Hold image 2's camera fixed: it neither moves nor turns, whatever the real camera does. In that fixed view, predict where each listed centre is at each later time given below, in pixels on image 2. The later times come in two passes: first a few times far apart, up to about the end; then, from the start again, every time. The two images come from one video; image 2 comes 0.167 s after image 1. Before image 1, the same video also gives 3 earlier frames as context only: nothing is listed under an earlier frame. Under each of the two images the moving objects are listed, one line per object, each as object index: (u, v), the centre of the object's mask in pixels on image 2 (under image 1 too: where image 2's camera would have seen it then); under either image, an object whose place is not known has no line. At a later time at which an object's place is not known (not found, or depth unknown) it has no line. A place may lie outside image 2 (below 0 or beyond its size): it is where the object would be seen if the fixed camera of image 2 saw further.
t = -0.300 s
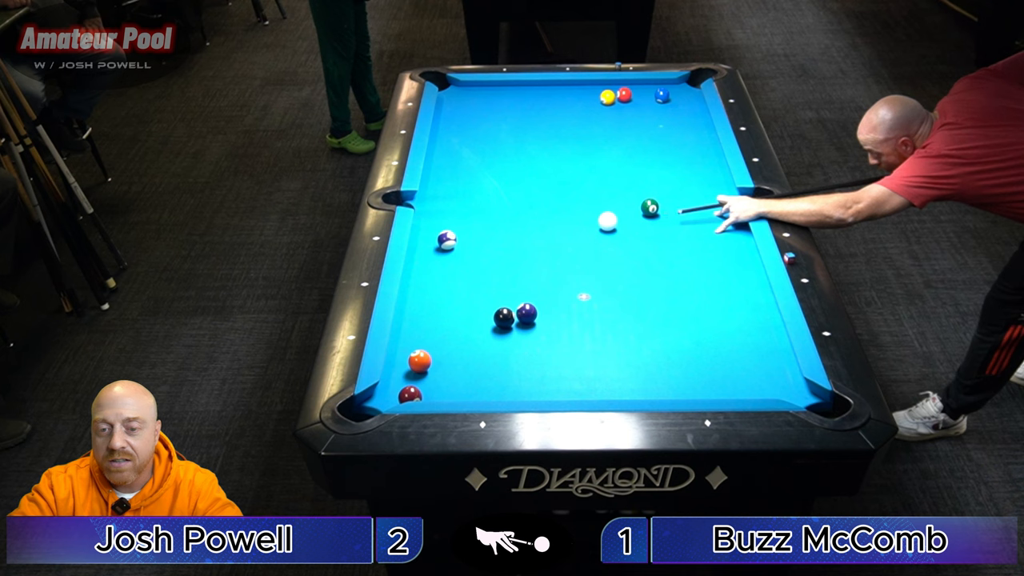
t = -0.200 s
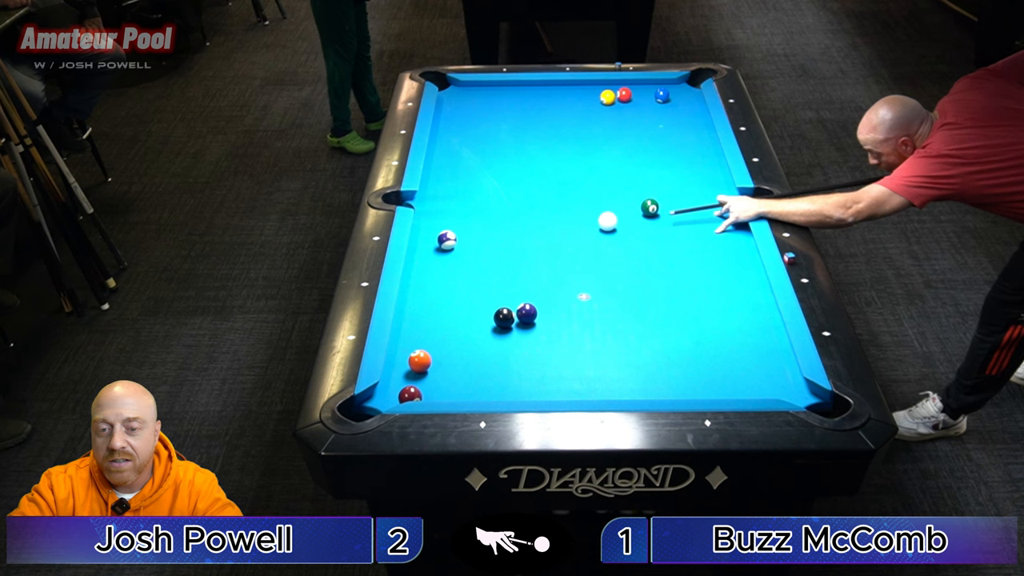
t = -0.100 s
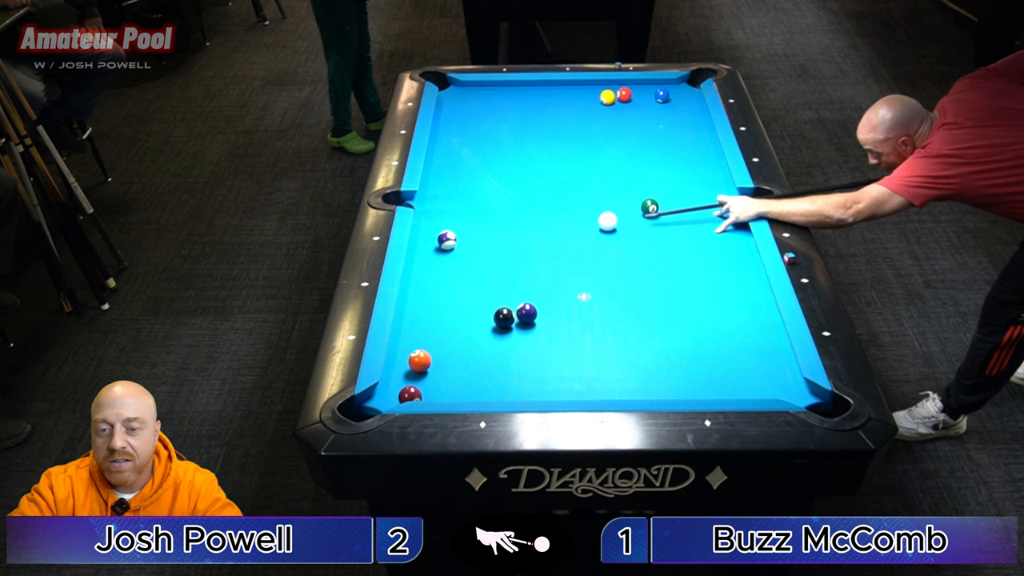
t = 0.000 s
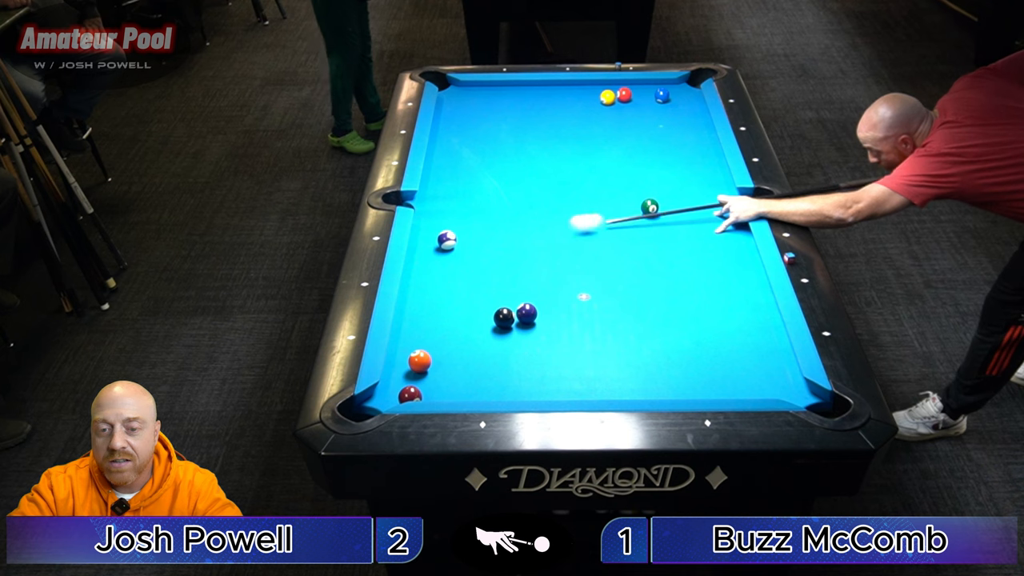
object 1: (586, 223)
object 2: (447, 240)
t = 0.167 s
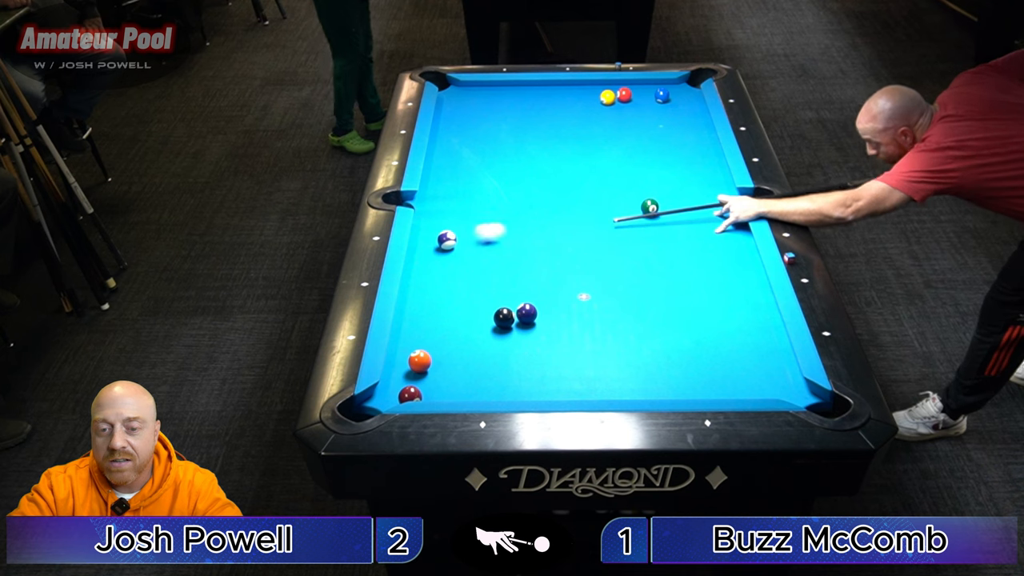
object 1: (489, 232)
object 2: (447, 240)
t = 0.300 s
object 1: (455, 229)
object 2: (419, 249)
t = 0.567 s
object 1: (423, 216)
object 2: (457, 263)
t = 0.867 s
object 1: (447, 195)
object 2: (508, 279)
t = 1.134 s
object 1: (467, 179)
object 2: (552, 293)
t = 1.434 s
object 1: (487, 163)
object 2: (602, 308)
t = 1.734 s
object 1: (504, 148)
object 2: (652, 323)
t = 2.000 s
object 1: (519, 136)
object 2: (695, 335)
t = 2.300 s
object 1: (533, 124)
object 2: (745, 349)
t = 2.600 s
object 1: (547, 114)
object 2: (782, 363)
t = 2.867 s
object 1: (557, 105)
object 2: (762, 368)
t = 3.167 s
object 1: (568, 97)
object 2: (742, 375)
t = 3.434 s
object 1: (577, 90)
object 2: (725, 380)
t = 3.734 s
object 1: (586, 83)
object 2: (710, 385)
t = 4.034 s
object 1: (591, 87)
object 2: (695, 388)
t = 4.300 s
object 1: (595, 90)
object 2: (684, 390)
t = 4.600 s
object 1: (598, 91)
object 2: (674, 392)
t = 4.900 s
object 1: (599, 92)
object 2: (668, 391)
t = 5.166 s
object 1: (599, 92)
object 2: (665, 391)
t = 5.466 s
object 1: (599, 92)
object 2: (664, 391)
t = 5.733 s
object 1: (599, 92)
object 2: (664, 391)
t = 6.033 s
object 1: (599, 92)
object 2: (664, 391)
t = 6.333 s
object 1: (599, 92)
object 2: (664, 391)
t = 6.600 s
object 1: (599, 92)
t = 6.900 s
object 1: (599, 92)
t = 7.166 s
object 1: (599, 92)
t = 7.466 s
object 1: (599, 92)
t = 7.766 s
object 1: (599, 92)
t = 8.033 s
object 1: (599, 92)
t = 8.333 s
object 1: (599, 92)
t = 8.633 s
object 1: (599, 92)
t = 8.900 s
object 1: (599, 92)
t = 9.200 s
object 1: (599, 92)
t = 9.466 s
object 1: (599, 92)
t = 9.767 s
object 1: (599, 92)
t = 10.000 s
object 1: (599, 92)
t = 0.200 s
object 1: (473, 234)
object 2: (447, 240)
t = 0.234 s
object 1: (463, 234)
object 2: (442, 241)
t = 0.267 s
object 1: (459, 231)
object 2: (430, 245)
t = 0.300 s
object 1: (455, 229)
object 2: (419, 249)
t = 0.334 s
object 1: (451, 228)
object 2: (418, 251)
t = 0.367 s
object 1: (447, 226)
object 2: (424, 253)
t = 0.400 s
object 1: (442, 224)
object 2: (430, 255)
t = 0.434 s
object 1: (438, 223)
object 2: (435, 257)
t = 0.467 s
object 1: (434, 221)
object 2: (441, 258)
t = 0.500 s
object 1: (429, 219)
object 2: (446, 260)
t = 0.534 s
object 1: (425, 217)
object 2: (451, 261)
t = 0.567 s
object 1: (423, 216)
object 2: (457, 263)
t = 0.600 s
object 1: (425, 213)
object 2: (463, 264)
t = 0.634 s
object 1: (428, 211)
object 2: (468, 268)
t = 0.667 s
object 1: (431, 209)
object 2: (473, 268)
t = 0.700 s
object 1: (434, 206)
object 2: (479, 270)
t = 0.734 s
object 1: (437, 204)
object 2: (485, 272)
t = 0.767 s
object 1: (439, 202)
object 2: (489, 273)
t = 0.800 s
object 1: (442, 200)
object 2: (495, 274)
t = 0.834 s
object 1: (444, 197)
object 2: (502, 276)
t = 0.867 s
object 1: (447, 195)
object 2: (508, 279)
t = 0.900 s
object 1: (450, 193)
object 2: (512, 281)
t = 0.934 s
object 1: (452, 191)
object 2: (518, 282)
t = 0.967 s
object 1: (455, 189)
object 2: (524, 283)
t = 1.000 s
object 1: (457, 187)
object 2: (529, 286)
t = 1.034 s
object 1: (460, 185)
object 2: (534, 287)
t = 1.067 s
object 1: (462, 183)
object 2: (540, 288)
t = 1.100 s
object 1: (464, 181)
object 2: (546, 290)
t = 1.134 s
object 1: (467, 179)
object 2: (552, 293)
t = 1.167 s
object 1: (469, 177)
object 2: (557, 294)
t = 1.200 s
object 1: (471, 175)
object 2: (562, 295)
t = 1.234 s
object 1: (473, 173)
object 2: (568, 297)
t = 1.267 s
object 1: (476, 172)
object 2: (574, 299)
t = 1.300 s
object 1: (478, 170)
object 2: (578, 300)
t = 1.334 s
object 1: (480, 168)
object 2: (584, 302)
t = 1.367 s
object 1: (482, 166)
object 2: (590, 303)
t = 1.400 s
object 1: (485, 164)
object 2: (596, 305)
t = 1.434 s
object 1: (487, 163)
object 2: (602, 308)
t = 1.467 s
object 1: (489, 161)
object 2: (606, 309)
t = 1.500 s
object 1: (491, 159)
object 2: (612, 311)
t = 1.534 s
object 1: (493, 158)
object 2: (619, 312)
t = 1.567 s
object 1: (495, 156)
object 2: (624, 314)
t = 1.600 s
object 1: (497, 155)
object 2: (629, 316)
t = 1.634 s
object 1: (499, 153)
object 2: (634, 317)
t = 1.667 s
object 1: (501, 151)
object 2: (640, 318)
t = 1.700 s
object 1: (503, 150)
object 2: (646, 320)
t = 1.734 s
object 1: (504, 148)
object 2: (652, 323)
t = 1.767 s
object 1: (506, 147)
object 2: (657, 324)
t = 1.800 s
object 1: (508, 145)
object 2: (662, 326)
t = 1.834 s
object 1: (510, 144)
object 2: (668, 327)
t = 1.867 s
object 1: (512, 142)
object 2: (674, 328)
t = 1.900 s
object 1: (514, 141)
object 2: (680, 330)
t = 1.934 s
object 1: (516, 139)
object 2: (684, 332)
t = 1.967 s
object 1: (517, 138)
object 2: (689, 333)
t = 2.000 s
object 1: (519, 136)
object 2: (695, 335)
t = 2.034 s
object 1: (521, 135)
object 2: (701, 336)
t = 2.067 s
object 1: (522, 134)
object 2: (707, 338)
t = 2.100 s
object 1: (524, 132)
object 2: (713, 340)
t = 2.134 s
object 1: (526, 131)
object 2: (717, 342)
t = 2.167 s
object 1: (527, 130)
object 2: (722, 343)
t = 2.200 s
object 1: (529, 128)
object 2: (728, 345)
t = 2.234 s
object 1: (530, 127)
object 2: (734, 346)
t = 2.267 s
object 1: (532, 126)
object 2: (740, 348)
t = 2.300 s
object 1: (533, 124)
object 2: (745, 349)
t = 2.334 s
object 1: (535, 123)
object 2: (749, 351)
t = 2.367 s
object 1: (537, 122)
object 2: (755, 352)
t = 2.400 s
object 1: (538, 121)
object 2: (760, 354)
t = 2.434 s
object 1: (539, 120)
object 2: (766, 355)
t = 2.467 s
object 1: (541, 119)
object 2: (772, 357)
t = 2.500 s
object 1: (542, 117)
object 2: (778, 359)
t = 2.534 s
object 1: (544, 116)
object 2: (782, 361)
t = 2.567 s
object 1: (545, 115)
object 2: (784, 363)
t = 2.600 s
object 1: (547, 114)
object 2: (782, 363)
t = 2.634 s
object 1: (548, 113)
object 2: (779, 364)
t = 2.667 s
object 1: (549, 112)
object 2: (777, 365)
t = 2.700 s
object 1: (551, 111)
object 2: (775, 366)
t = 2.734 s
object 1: (552, 109)
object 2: (772, 366)
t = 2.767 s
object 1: (553, 108)
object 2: (770, 367)
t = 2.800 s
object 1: (554, 107)
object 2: (767, 367)
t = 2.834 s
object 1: (556, 106)
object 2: (765, 368)
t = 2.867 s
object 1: (557, 105)
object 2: (762, 368)
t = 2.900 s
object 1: (558, 104)
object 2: (759, 369)
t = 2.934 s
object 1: (560, 103)
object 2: (757, 370)
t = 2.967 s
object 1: (561, 102)
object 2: (755, 370)
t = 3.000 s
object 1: (562, 101)
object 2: (752, 372)
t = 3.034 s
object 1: (563, 101)
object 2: (750, 372)
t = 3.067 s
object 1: (565, 100)
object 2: (748, 373)
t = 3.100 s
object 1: (566, 99)
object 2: (746, 374)
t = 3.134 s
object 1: (567, 98)
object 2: (744, 375)
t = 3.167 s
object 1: (568, 97)
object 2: (742, 375)
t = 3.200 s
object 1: (569, 96)
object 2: (740, 376)
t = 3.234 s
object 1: (570, 95)
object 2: (737, 376)
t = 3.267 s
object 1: (571, 94)
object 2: (735, 376)
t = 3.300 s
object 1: (572, 93)
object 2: (733, 377)
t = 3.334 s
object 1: (574, 92)
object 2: (731, 378)
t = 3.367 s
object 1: (575, 91)
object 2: (729, 379)
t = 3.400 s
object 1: (576, 91)
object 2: (727, 379)
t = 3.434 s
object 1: (577, 90)
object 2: (725, 380)
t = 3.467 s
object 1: (578, 89)
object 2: (723, 380)
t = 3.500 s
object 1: (579, 88)
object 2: (721, 381)
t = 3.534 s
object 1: (580, 88)
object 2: (720, 381)
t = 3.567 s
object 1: (581, 87)
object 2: (718, 382)
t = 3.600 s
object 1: (582, 86)
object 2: (716, 382)
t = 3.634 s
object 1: (583, 85)
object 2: (714, 383)
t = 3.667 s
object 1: (584, 84)
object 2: (713, 384)
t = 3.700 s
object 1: (585, 84)
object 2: (711, 384)
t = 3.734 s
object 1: (586, 83)
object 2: (710, 385)
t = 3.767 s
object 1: (586, 84)
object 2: (708, 385)
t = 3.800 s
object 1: (587, 84)
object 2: (706, 386)
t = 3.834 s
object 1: (587, 84)
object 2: (705, 386)
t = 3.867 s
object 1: (588, 85)
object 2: (703, 386)
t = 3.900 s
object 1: (589, 85)
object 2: (702, 387)
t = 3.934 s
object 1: (589, 86)
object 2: (700, 387)
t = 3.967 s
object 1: (590, 86)
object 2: (698, 388)
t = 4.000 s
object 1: (591, 86)
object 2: (696, 388)
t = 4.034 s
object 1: (591, 87)
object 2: (695, 388)
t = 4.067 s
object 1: (592, 87)
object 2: (694, 389)
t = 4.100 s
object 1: (592, 88)
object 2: (692, 389)
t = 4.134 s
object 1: (593, 88)
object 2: (691, 389)
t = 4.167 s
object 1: (593, 88)
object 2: (690, 390)
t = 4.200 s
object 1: (594, 89)
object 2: (688, 390)
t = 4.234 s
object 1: (595, 89)
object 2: (687, 390)
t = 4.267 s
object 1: (595, 89)
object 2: (686, 390)
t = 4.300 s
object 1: (595, 90)
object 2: (684, 390)
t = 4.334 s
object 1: (596, 90)
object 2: (683, 391)
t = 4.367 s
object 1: (596, 90)
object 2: (682, 391)
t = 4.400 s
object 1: (596, 91)
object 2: (681, 391)
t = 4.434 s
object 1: (597, 91)
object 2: (680, 391)
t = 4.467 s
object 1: (597, 91)
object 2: (679, 391)
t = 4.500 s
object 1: (598, 91)
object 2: (678, 391)
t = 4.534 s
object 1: (598, 91)
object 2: (677, 391)
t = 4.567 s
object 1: (598, 91)
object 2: (676, 392)
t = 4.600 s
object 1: (598, 91)
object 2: (674, 392)
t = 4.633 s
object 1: (598, 92)
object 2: (673, 392)
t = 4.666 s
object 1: (598, 92)
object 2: (673, 392)
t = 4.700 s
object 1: (599, 92)
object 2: (672, 392)
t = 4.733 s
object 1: (599, 92)
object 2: (671, 392)
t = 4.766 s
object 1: (599, 92)
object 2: (670, 392)
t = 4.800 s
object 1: (599, 92)
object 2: (670, 392)
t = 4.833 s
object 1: (599, 92)
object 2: (669, 391)
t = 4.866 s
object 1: (599, 92)
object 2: (668, 391)
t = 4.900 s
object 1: (599, 92)
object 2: (668, 391)
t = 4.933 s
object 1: (599, 92)
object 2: (667, 391)
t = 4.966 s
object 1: (599, 92)
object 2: (667, 391)
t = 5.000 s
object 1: (599, 92)
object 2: (666, 391)
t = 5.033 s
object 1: (599, 92)
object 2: (666, 391)
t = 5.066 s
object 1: (599, 92)
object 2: (666, 391)
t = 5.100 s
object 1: (599, 92)
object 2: (665, 391)
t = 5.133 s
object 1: (599, 92)
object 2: (665, 391)
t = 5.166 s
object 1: (599, 92)
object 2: (665, 391)
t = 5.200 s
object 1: (599, 92)
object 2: (665, 391)
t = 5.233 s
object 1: (599, 92)
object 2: (664, 391)
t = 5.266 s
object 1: (599, 92)
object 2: (664, 391)
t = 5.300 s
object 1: (599, 92)
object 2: (664, 391)
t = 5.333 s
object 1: (599, 92)
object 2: (664, 391)
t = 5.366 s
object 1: (599, 92)
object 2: (664, 391)
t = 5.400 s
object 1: (599, 92)
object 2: (664, 391)
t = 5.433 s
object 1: (599, 92)
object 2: (664, 391)
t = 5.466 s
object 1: (599, 92)
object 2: (664, 391)
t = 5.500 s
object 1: (599, 92)
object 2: (663, 391)
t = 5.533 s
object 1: (599, 92)
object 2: (664, 391)
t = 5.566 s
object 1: (599, 92)
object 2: (663, 391)
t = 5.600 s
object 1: (599, 92)
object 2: (664, 391)
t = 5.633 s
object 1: (599, 92)
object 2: (664, 391)
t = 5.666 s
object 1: (599, 92)
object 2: (664, 391)
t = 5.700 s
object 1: (599, 92)
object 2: (664, 391)
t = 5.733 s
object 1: (599, 92)
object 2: (664, 391)
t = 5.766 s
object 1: (599, 92)
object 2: (664, 391)
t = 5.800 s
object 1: (599, 92)
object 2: (664, 391)
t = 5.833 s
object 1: (599, 92)
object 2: (664, 391)
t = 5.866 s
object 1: (599, 92)
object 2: (664, 391)
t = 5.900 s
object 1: (599, 92)
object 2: (664, 391)
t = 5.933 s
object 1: (599, 92)
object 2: (664, 391)
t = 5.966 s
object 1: (599, 92)
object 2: (664, 391)
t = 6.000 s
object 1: (599, 92)
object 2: (664, 391)
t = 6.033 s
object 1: (599, 92)
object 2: (664, 391)
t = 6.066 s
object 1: (599, 92)
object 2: (664, 391)
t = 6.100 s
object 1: (599, 92)
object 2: (664, 391)
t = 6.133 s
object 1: (599, 92)
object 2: (664, 391)
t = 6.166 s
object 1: (599, 92)
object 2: (664, 391)
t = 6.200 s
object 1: (599, 92)
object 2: (664, 391)
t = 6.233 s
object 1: (599, 92)
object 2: (664, 391)
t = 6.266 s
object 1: (599, 92)
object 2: (664, 391)
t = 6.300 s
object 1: (599, 92)
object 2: (664, 391)
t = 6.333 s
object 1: (599, 92)
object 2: (664, 391)
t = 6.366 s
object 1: (599, 92)
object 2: (664, 391)
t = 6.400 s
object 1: (599, 92)
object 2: (664, 391)
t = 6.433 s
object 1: (599, 92)
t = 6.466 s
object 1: (599, 92)
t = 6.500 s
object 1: (599, 92)
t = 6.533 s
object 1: (599, 92)
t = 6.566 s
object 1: (599, 92)
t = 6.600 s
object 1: (599, 92)
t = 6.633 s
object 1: (599, 92)
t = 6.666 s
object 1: (599, 92)
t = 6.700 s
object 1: (599, 92)
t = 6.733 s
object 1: (599, 92)
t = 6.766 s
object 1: (599, 92)
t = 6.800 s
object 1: (599, 92)
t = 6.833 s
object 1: (599, 92)
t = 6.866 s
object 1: (599, 92)
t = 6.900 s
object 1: (599, 92)
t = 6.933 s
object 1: (599, 92)
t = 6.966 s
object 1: (599, 92)
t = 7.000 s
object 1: (599, 92)
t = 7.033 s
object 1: (599, 92)
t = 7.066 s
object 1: (599, 92)
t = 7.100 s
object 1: (599, 92)
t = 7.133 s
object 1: (599, 92)
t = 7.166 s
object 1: (599, 92)
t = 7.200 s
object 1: (599, 92)
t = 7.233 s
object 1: (599, 92)
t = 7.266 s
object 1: (599, 92)
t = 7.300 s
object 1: (599, 92)
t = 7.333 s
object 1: (599, 92)
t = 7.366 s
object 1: (599, 92)
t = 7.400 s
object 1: (599, 92)
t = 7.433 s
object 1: (599, 92)
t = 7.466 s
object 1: (599, 92)
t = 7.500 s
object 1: (599, 92)
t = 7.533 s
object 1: (599, 92)
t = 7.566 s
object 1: (599, 92)
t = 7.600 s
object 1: (599, 92)
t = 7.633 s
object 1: (599, 92)
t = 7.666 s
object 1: (599, 92)
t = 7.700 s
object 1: (599, 92)
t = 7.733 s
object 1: (599, 92)
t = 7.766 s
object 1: (599, 92)
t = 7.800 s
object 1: (599, 92)
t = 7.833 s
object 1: (599, 92)
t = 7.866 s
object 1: (599, 92)
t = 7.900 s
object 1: (599, 92)
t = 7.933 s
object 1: (599, 92)
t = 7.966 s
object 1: (599, 92)
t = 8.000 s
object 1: (599, 92)
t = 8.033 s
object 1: (599, 92)
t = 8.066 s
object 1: (599, 92)
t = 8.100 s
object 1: (599, 92)
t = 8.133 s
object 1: (599, 92)
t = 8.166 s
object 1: (599, 92)
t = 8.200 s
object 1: (599, 92)
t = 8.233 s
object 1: (599, 92)
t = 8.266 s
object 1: (599, 92)
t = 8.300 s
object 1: (599, 92)
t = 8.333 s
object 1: (599, 92)
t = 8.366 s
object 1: (599, 92)
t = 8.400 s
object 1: (599, 92)
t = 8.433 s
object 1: (599, 92)
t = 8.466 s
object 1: (599, 92)
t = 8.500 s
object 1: (599, 92)
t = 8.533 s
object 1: (599, 92)
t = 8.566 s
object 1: (599, 92)
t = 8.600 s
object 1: (599, 92)
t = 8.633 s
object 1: (599, 92)
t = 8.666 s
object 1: (599, 92)
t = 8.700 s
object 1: (599, 92)
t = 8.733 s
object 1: (599, 92)
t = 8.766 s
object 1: (599, 92)
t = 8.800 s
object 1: (599, 92)
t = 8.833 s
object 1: (599, 92)
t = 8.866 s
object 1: (599, 92)
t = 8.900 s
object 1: (599, 92)
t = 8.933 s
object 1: (599, 92)
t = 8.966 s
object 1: (599, 92)
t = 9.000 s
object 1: (599, 92)
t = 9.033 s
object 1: (599, 92)
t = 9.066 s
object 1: (599, 92)
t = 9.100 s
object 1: (599, 92)
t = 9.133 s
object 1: (599, 92)
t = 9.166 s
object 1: (599, 92)
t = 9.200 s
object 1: (599, 92)
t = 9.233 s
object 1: (599, 92)
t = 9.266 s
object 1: (599, 92)
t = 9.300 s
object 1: (599, 92)
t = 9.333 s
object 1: (599, 92)
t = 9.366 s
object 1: (599, 92)
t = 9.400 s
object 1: (599, 92)
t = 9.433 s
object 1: (599, 92)
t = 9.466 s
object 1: (599, 92)
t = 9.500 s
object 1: (599, 92)
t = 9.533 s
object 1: (599, 92)
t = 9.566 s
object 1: (599, 92)
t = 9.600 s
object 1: (599, 92)
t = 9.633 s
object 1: (599, 92)
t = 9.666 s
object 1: (599, 92)
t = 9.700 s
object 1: (599, 92)
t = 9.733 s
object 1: (599, 92)
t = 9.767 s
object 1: (599, 92)
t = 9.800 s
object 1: (599, 92)
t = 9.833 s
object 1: (599, 92)
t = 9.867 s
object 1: (599, 92)
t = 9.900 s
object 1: (599, 92)
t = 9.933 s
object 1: (599, 92)
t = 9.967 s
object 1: (599, 92)
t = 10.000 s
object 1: (599, 92)
